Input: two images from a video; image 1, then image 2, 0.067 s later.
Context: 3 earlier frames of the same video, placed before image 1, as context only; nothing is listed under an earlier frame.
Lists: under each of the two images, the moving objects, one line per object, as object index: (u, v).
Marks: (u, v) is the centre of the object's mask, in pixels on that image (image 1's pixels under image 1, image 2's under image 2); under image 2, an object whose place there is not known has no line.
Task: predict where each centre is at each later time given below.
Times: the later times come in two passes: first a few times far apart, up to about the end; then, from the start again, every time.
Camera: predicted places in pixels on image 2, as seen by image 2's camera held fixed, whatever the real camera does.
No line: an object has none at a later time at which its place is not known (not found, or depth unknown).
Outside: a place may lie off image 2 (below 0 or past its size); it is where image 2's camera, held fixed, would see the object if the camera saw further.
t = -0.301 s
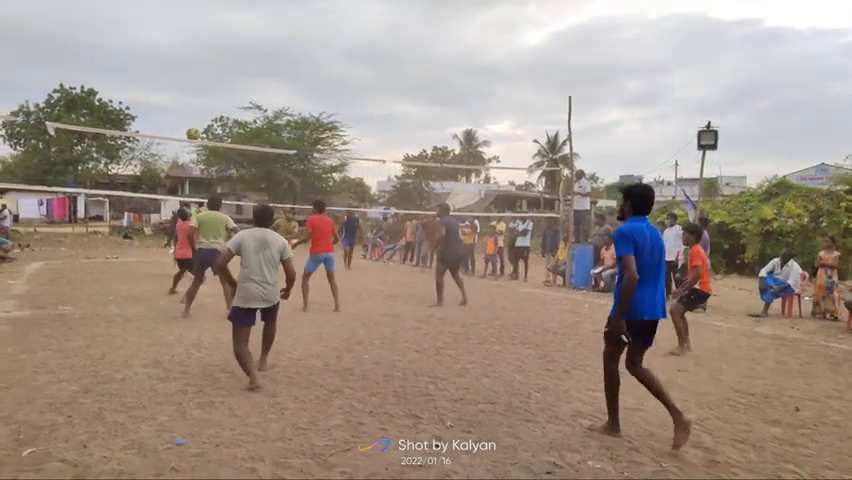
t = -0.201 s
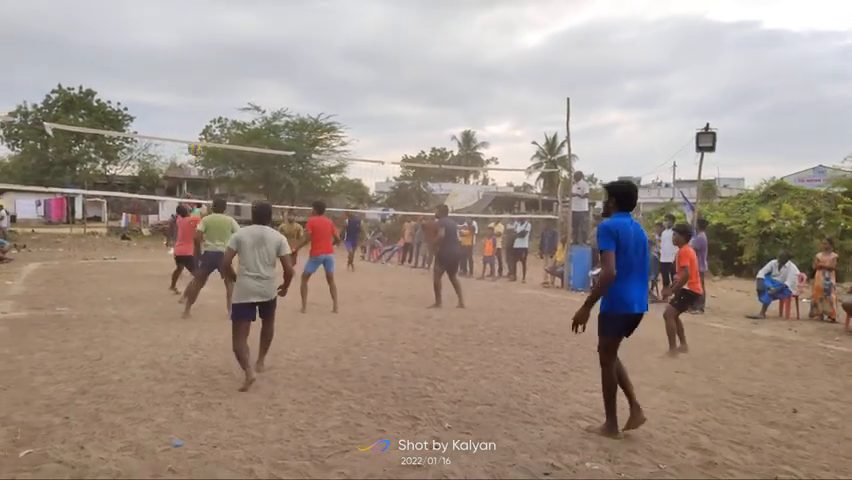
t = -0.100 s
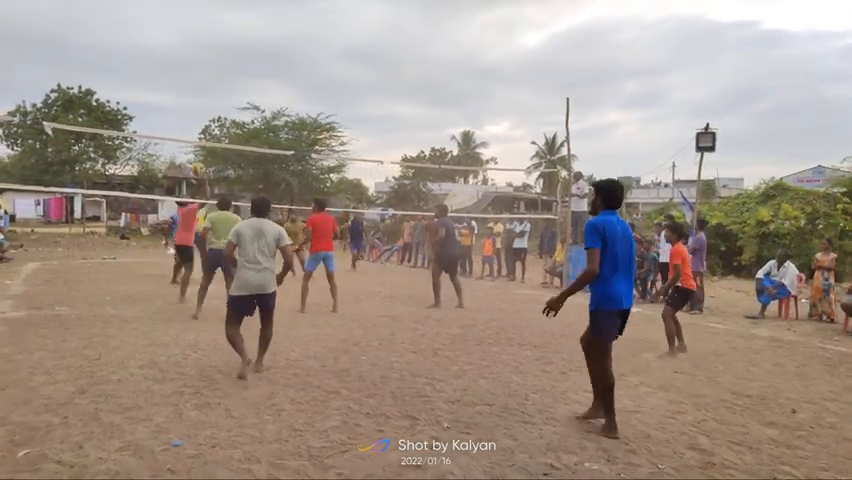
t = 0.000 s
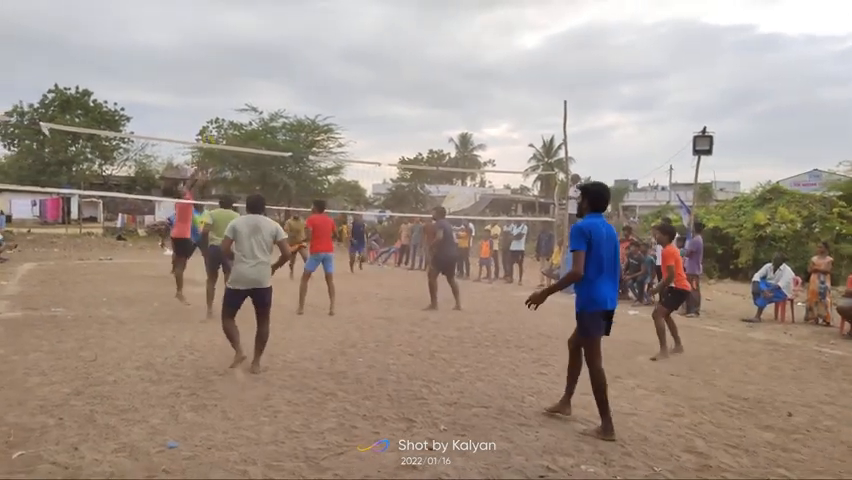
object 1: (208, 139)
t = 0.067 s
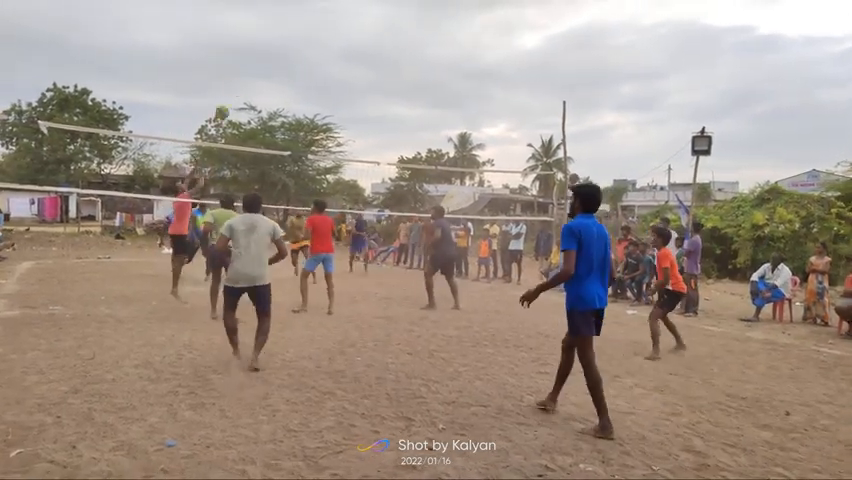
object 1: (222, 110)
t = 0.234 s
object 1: (255, 58)
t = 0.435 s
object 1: (292, 24)
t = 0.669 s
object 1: (329, 17)
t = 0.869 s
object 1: (357, 34)
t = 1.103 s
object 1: (387, 76)
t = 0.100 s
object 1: (229, 99)
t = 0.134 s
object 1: (236, 88)
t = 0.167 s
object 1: (242, 76)
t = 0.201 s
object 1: (249, 67)
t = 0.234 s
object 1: (255, 58)
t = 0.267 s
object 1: (262, 50)
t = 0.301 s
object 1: (268, 44)
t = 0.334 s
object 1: (274, 38)
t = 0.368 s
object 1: (279, 32)
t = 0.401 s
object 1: (286, 28)
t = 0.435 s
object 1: (292, 24)
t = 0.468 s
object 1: (297, 21)
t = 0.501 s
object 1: (303, 18)
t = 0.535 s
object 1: (308, 17)
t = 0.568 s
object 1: (314, 16)
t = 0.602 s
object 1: (319, 16)
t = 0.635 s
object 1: (324, 16)
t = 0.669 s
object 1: (329, 17)
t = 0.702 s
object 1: (334, 18)
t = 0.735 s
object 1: (339, 20)
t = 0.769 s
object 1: (344, 24)
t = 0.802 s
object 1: (349, 27)
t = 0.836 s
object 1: (353, 30)
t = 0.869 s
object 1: (357, 34)
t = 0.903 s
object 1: (362, 39)
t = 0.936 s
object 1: (367, 44)
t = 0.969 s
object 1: (371, 49)
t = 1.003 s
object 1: (375, 55)
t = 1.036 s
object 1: (379, 62)
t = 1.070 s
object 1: (383, 69)
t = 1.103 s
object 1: (387, 76)
